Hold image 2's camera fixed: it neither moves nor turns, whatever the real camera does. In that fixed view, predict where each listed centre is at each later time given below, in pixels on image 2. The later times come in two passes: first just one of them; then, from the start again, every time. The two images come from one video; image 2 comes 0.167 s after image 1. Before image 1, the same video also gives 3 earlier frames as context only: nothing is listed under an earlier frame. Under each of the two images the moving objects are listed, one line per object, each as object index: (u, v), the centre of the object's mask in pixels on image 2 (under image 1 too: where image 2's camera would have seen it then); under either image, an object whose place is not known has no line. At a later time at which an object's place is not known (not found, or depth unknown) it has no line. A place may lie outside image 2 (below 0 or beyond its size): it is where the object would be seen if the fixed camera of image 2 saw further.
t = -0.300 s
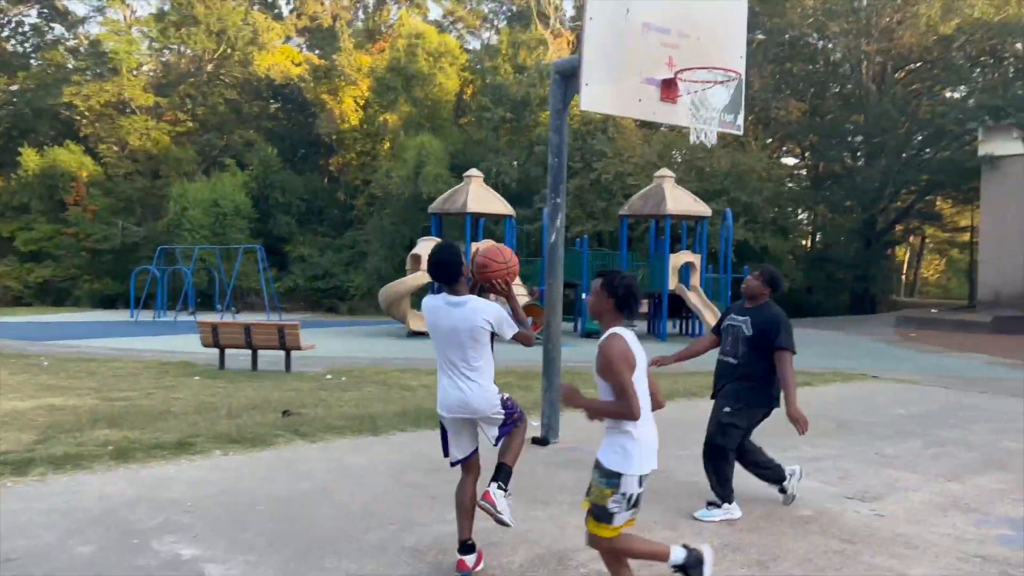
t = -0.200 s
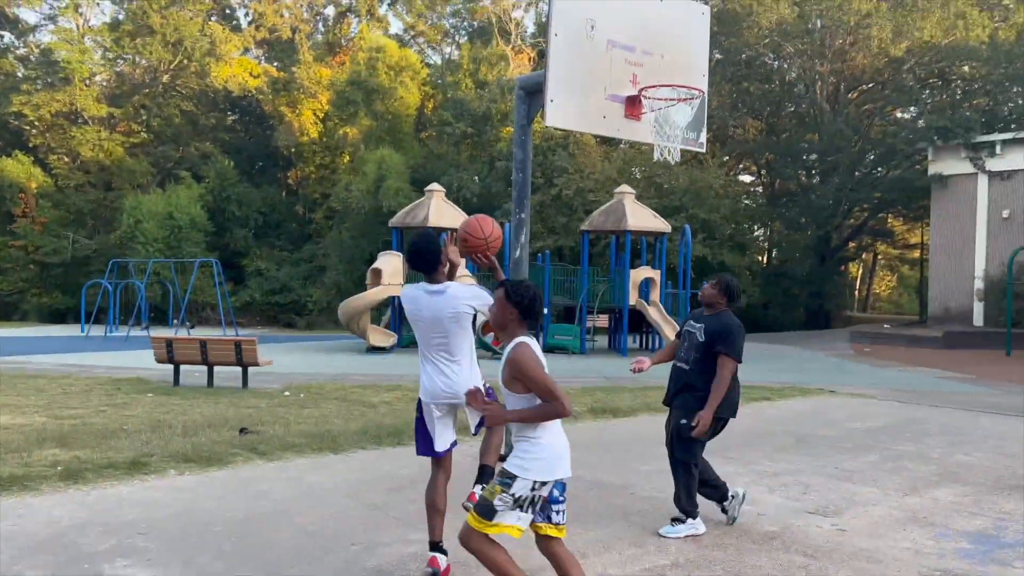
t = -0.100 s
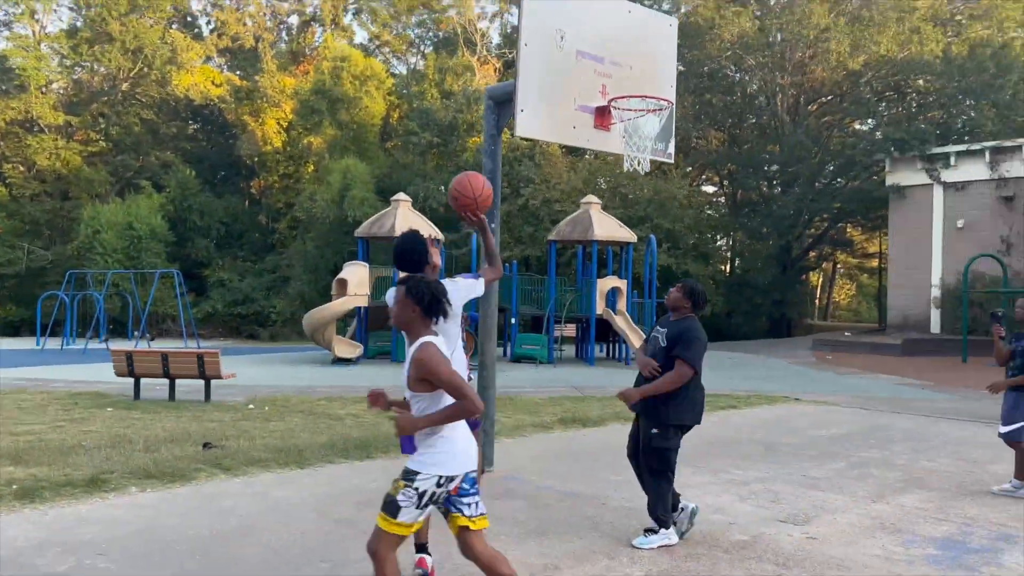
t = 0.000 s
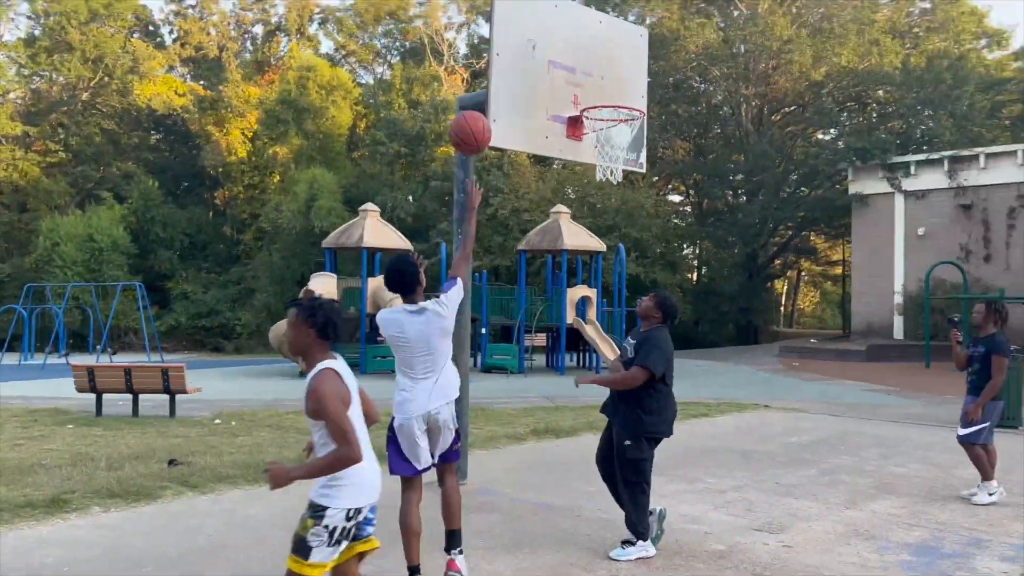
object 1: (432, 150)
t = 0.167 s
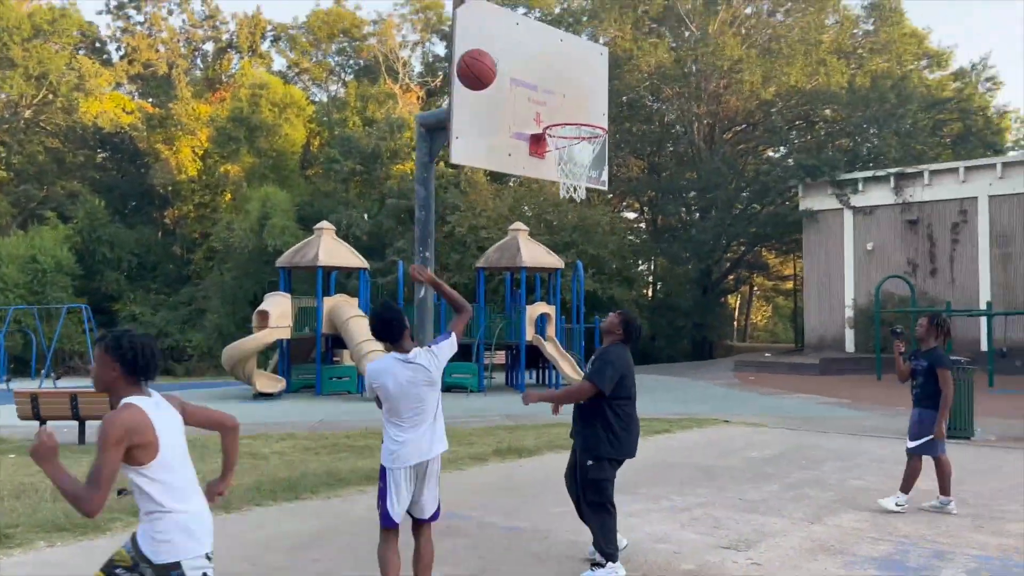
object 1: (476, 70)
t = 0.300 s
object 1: (506, 45)
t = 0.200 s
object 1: (484, 60)
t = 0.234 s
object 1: (492, 54)
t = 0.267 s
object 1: (499, 48)
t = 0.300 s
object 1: (506, 45)
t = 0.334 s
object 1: (513, 43)
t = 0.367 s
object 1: (519, 43)
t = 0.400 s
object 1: (526, 45)
